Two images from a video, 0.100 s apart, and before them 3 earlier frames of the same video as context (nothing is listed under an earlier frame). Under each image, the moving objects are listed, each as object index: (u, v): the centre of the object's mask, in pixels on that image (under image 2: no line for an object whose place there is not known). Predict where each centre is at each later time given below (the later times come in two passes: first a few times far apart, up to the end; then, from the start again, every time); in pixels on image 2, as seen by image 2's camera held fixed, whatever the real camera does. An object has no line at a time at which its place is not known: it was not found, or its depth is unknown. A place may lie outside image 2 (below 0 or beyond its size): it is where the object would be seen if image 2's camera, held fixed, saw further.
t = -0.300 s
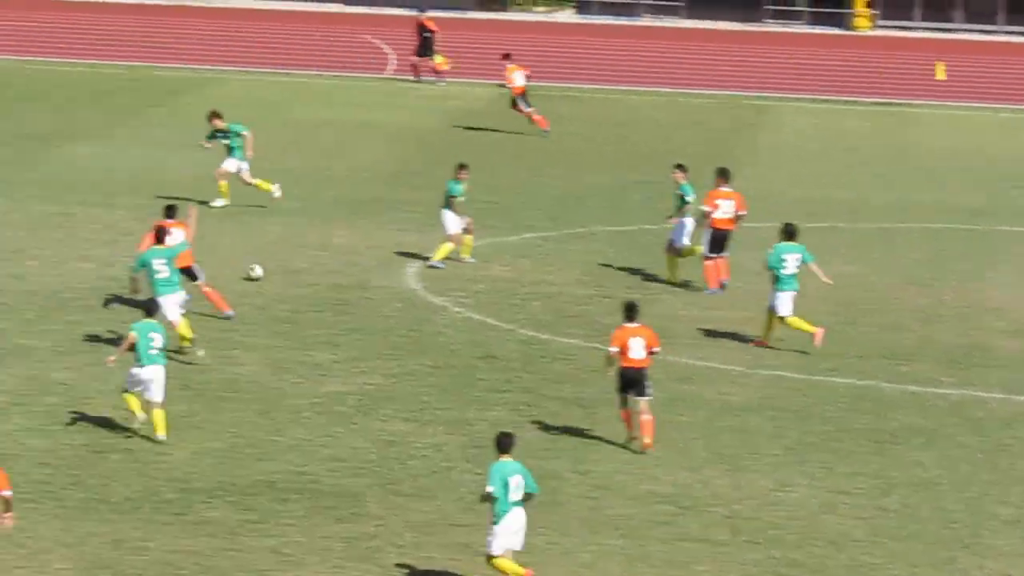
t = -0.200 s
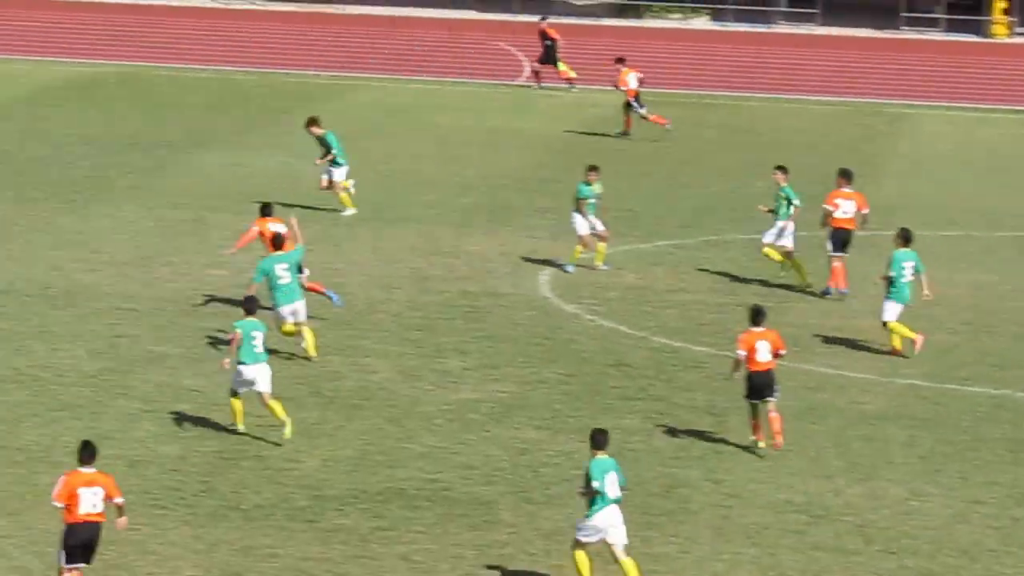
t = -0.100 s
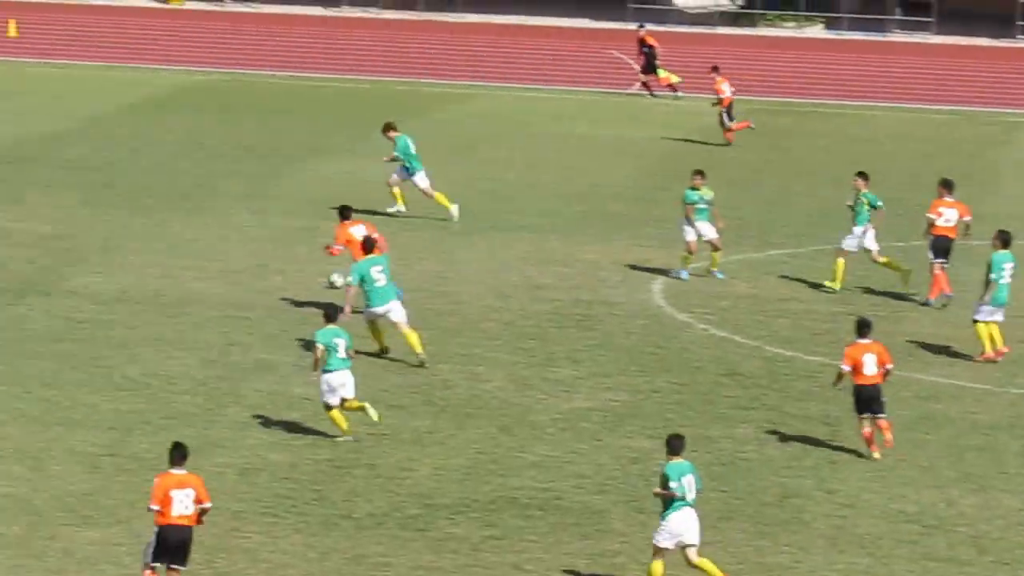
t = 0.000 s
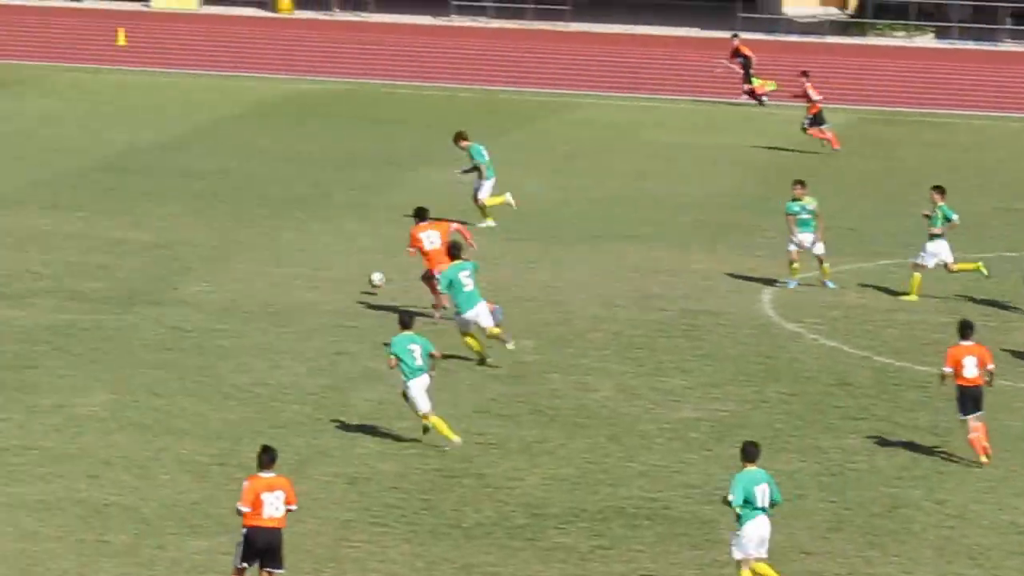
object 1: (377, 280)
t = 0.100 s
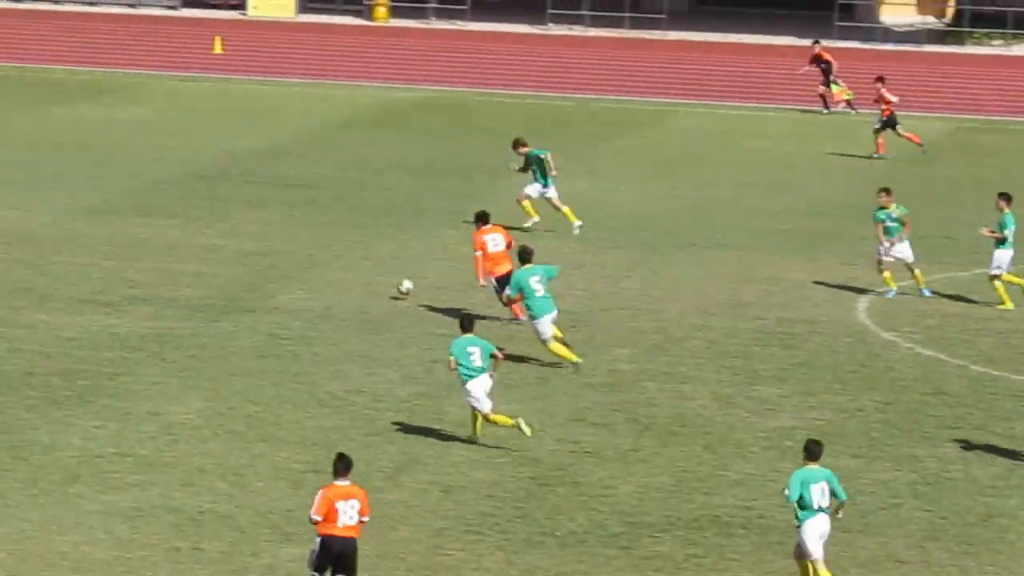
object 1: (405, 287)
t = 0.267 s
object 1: (299, 283)
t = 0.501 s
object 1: (156, 281)
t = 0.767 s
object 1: (0, 274)
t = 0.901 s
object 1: (-77, 269)
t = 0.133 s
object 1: (383, 289)
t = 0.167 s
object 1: (362, 290)
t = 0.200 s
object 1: (340, 290)
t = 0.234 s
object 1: (319, 286)
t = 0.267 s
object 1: (299, 283)
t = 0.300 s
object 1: (277, 280)
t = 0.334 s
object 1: (256, 279)
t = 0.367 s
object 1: (237, 277)
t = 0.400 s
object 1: (216, 278)
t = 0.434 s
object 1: (195, 280)
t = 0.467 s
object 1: (175, 281)
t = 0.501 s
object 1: (156, 281)
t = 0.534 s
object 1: (136, 278)
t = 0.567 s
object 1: (117, 275)
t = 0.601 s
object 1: (97, 273)
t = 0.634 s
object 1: (77, 272)
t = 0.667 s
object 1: (58, 273)
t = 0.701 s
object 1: (38, 274)
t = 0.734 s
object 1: (19, 275)
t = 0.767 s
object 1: (0, 274)
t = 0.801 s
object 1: (-19, 273)
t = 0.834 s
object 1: (-38, 270)
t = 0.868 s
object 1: (-57, 269)
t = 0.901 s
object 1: (-77, 269)
